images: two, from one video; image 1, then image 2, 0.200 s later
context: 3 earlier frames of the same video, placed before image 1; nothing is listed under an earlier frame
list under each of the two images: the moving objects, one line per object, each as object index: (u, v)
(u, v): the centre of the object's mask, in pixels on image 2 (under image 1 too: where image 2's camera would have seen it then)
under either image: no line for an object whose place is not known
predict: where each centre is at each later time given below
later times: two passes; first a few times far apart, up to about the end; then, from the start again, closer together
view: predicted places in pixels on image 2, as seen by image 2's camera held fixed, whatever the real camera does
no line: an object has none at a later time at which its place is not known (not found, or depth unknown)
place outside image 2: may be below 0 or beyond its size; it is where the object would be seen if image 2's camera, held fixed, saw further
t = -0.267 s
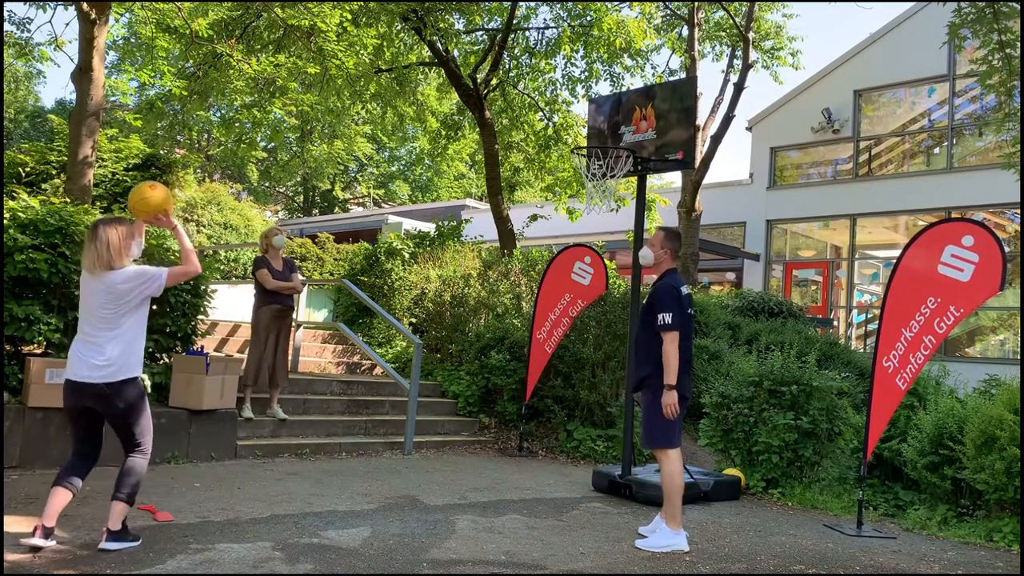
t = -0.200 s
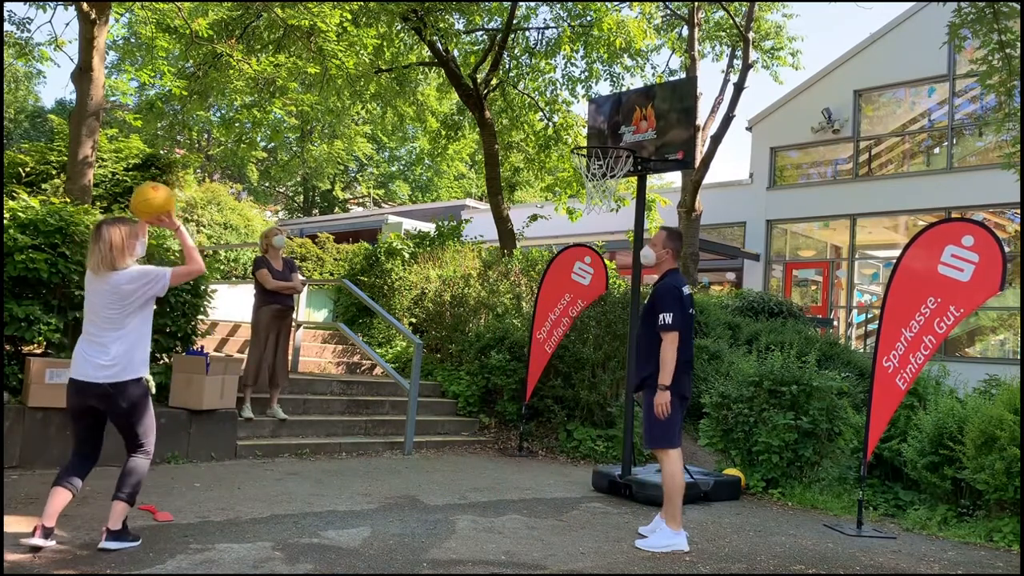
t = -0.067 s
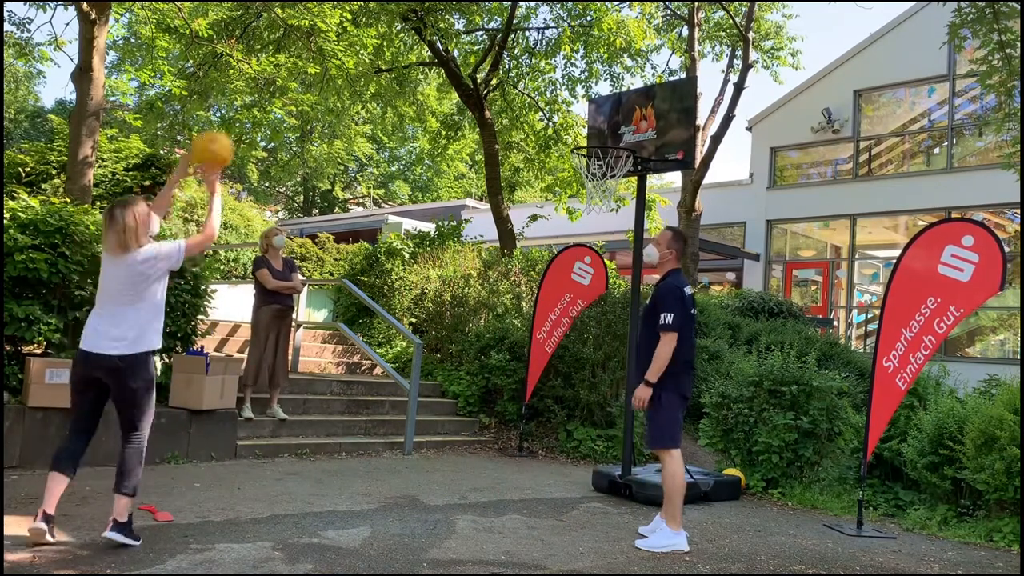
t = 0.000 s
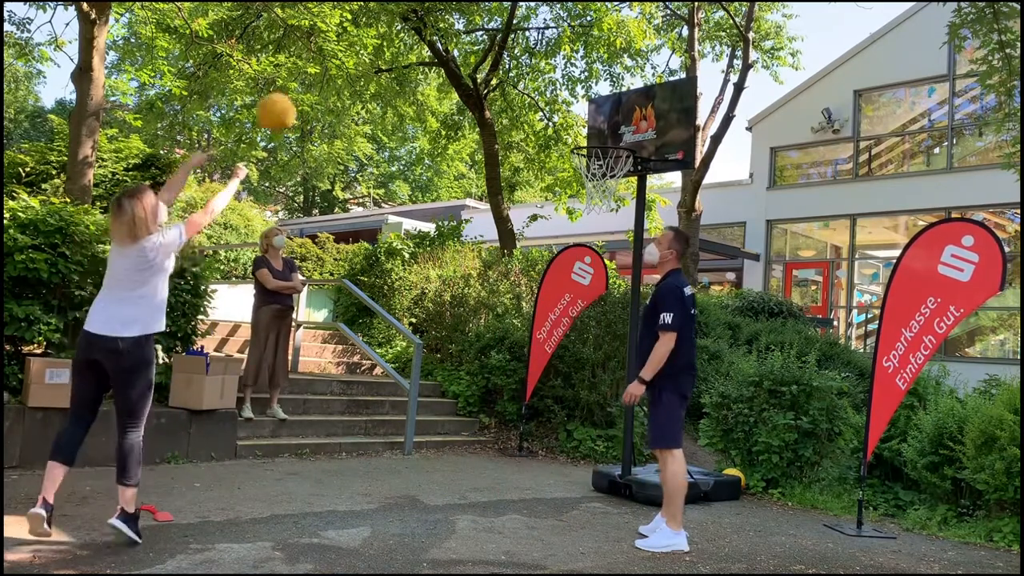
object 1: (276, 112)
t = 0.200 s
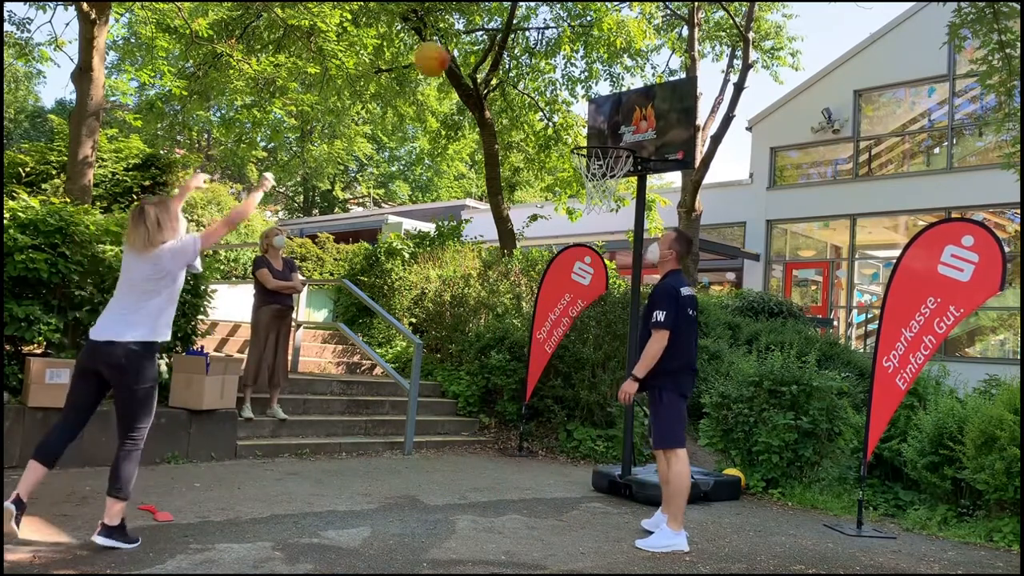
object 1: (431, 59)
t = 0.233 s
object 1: (452, 58)
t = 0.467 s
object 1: (584, 87)
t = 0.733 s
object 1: (646, 175)
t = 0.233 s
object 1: (452, 58)
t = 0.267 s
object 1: (474, 57)
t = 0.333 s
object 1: (512, 61)
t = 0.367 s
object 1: (532, 65)
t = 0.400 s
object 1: (550, 71)
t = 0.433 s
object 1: (567, 78)
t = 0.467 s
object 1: (584, 87)
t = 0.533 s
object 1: (615, 108)
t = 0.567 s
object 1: (630, 118)
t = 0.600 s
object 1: (645, 132)
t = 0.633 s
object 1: (658, 147)
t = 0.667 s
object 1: (664, 158)
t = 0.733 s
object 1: (646, 175)
